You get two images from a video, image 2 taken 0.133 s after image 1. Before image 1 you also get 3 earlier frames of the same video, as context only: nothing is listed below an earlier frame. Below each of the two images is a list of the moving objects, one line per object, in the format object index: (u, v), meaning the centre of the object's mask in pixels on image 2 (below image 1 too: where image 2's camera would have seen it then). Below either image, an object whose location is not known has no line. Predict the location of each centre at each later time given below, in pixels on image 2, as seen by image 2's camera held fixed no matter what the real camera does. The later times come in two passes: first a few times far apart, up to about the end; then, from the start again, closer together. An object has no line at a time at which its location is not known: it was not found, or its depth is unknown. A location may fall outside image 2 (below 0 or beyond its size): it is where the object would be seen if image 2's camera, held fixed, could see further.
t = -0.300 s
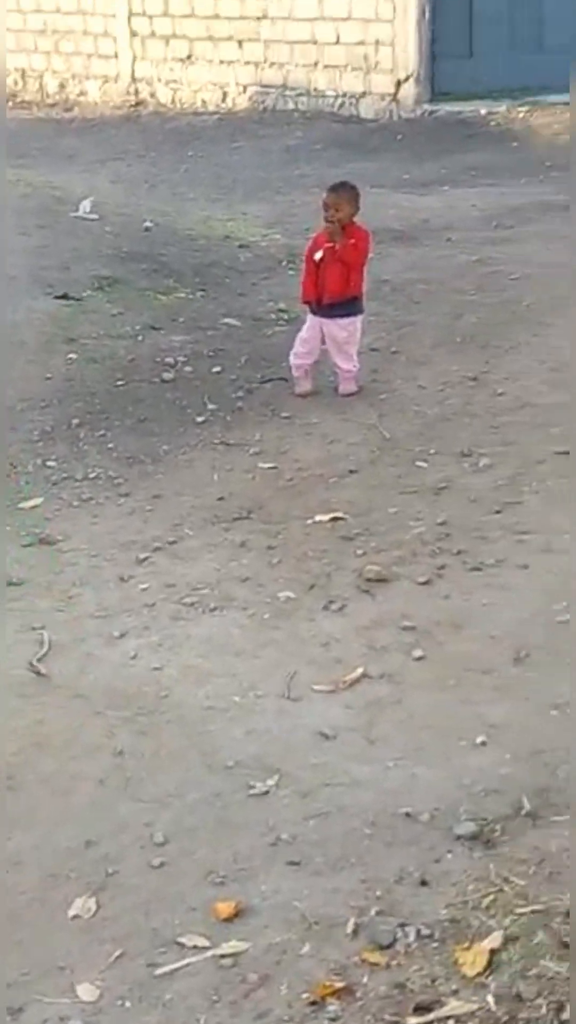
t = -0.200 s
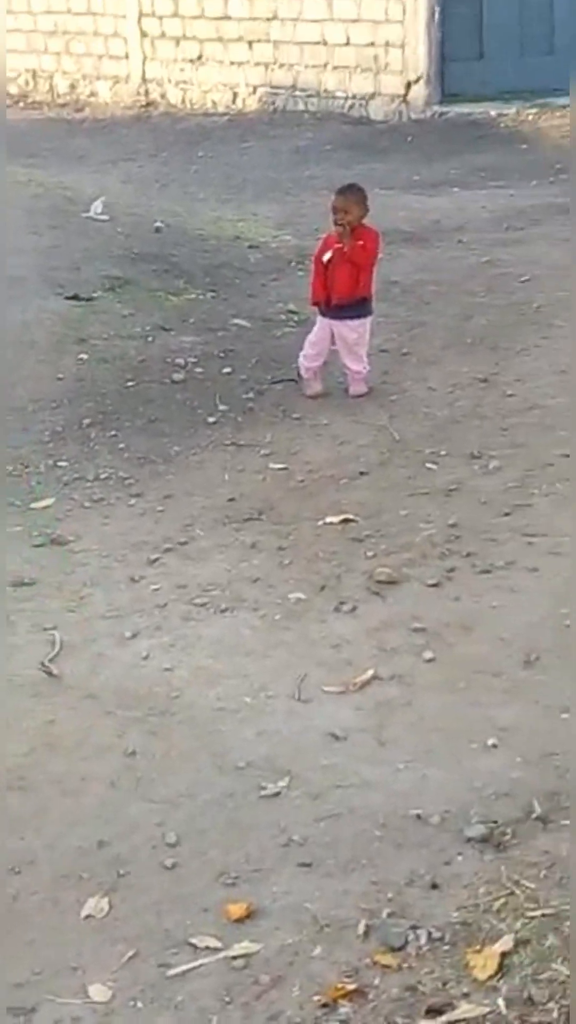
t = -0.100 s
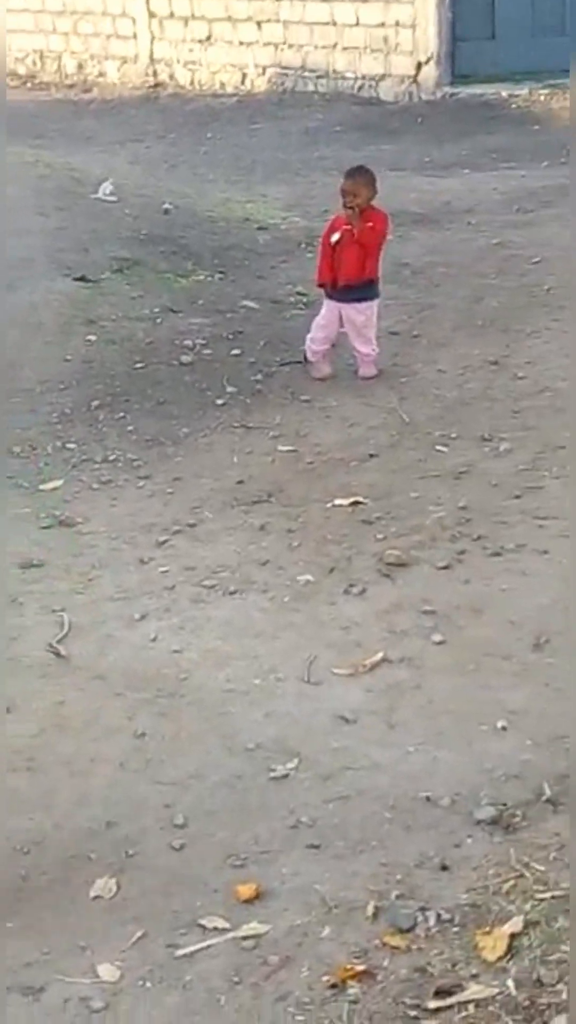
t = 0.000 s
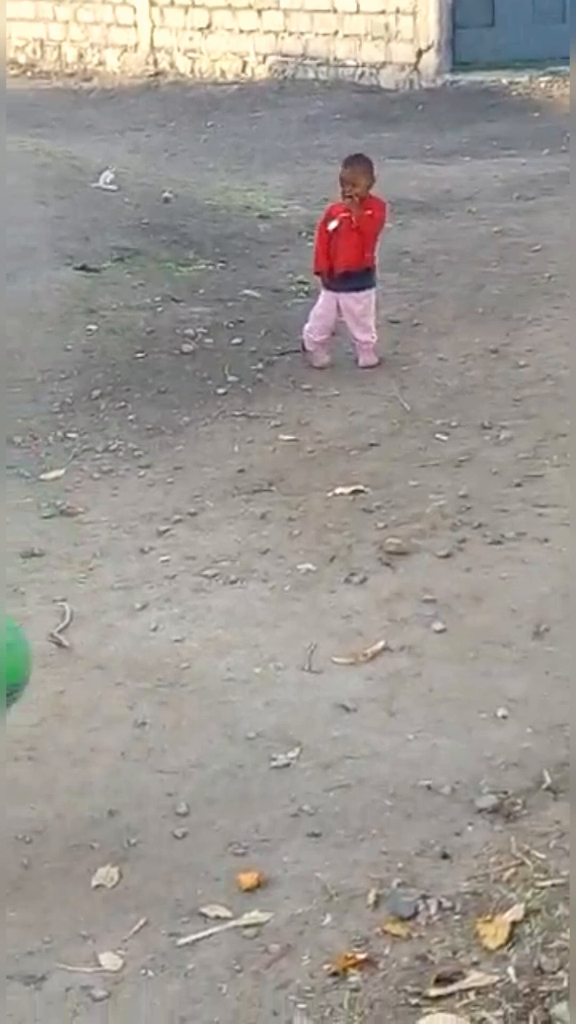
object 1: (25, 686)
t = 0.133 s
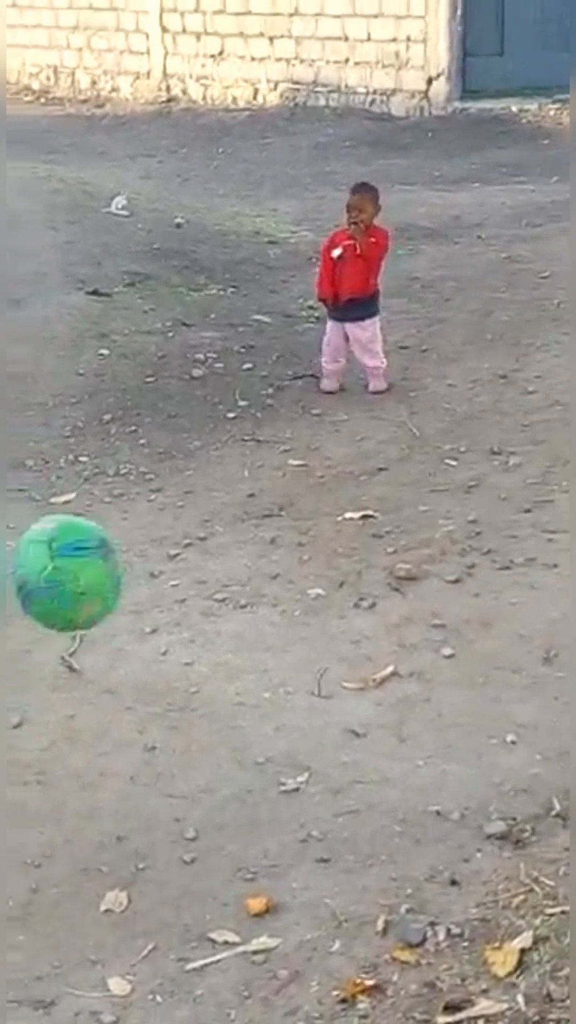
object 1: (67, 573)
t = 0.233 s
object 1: (135, 545)
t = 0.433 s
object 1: (271, 642)
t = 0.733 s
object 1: (423, 682)
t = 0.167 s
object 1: (89, 558)
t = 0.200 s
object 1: (111, 548)
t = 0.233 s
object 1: (135, 545)
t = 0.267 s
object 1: (157, 547)
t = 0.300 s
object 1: (181, 556)
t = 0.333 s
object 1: (205, 570)
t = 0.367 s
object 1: (227, 589)
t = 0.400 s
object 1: (250, 613)
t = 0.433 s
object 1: (271, 642)
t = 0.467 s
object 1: (292, 674)
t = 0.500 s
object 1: (314, 710)
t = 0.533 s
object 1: (333, 749)
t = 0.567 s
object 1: (352, 783)
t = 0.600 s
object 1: (365, 754)
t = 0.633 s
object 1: (381, 728)
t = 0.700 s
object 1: (409, 692)
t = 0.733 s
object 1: (423, 682)
